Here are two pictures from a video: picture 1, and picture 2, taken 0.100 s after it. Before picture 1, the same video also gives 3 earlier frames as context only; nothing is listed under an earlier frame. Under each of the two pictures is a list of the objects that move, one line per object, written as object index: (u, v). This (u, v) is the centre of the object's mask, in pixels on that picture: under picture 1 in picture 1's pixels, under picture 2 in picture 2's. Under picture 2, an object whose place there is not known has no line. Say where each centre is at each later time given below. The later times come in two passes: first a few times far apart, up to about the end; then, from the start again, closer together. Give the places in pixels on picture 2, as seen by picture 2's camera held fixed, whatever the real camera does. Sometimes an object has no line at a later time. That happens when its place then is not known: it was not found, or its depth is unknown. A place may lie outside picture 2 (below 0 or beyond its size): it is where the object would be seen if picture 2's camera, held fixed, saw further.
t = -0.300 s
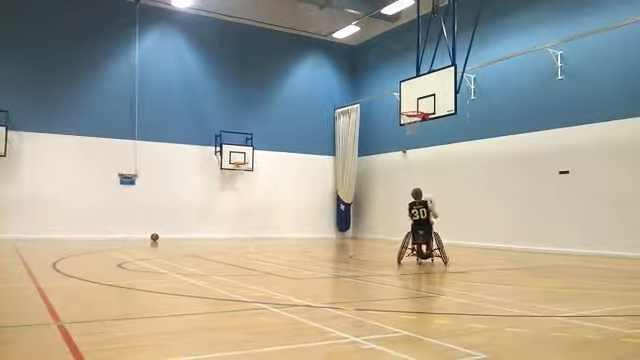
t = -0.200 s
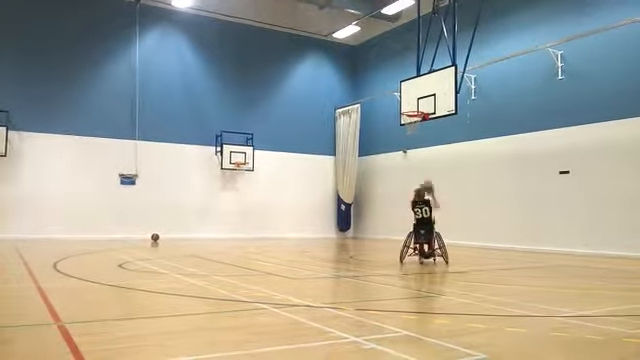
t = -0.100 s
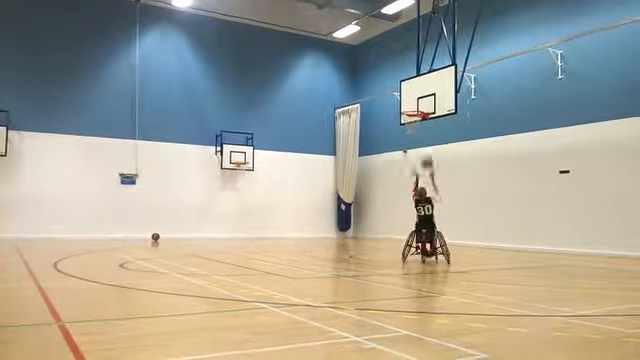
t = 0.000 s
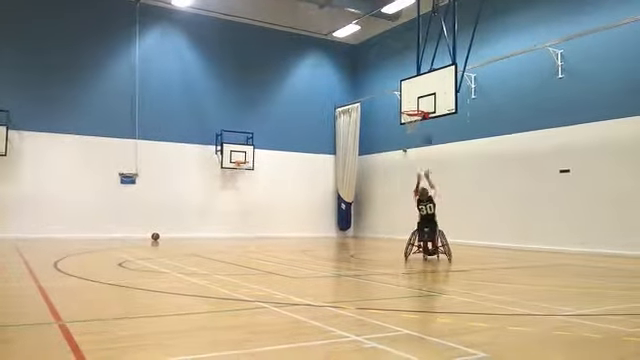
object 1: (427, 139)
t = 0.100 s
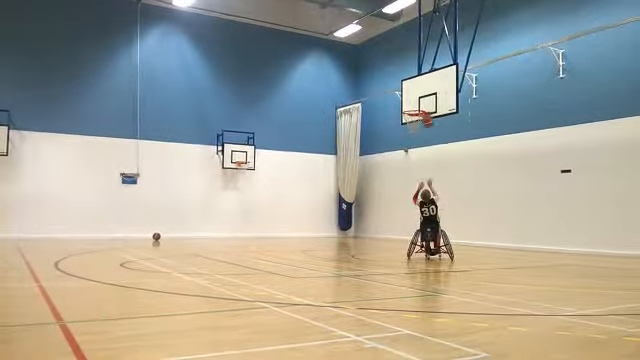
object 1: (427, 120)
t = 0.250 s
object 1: (426, 107)
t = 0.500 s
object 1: (421, 103)
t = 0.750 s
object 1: (411, 125)
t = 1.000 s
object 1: (400, 165)
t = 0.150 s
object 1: (427, 117)
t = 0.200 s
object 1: (427, 109)
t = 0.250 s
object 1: (426, 107)
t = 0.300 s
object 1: (427, 103)
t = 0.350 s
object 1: (426, 101)
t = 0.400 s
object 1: (426, 100)
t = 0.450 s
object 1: (426, 102)
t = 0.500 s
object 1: (421, 103)
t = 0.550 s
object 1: (419, 105)
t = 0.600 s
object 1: (414, 108)
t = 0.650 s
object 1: (414, 115)
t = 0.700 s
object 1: (412, 124)
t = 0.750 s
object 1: (411, 125)
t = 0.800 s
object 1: (409, 131)
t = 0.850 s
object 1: (406, 136)
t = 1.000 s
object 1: (400, 165)
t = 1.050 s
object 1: (399, 171)
